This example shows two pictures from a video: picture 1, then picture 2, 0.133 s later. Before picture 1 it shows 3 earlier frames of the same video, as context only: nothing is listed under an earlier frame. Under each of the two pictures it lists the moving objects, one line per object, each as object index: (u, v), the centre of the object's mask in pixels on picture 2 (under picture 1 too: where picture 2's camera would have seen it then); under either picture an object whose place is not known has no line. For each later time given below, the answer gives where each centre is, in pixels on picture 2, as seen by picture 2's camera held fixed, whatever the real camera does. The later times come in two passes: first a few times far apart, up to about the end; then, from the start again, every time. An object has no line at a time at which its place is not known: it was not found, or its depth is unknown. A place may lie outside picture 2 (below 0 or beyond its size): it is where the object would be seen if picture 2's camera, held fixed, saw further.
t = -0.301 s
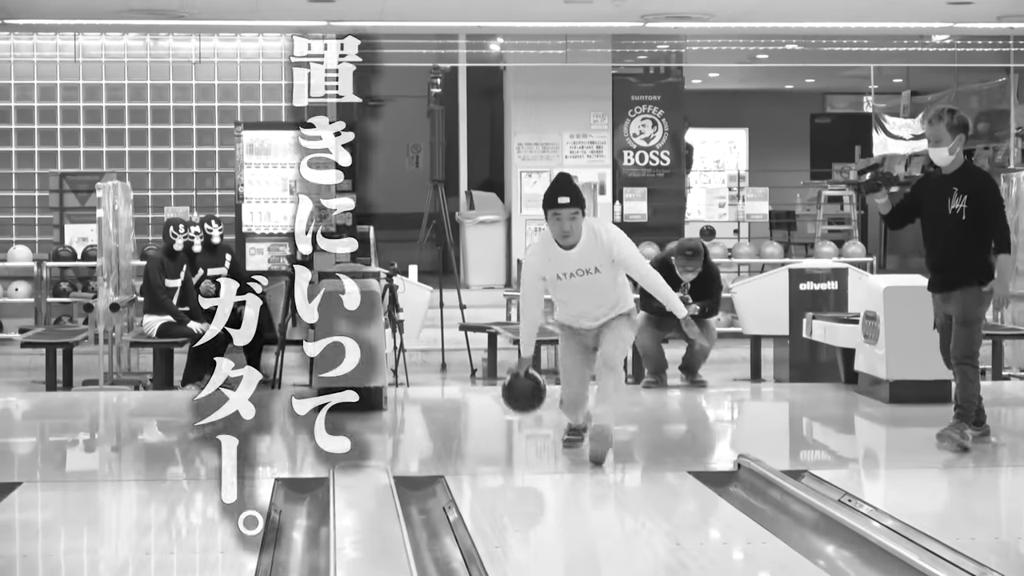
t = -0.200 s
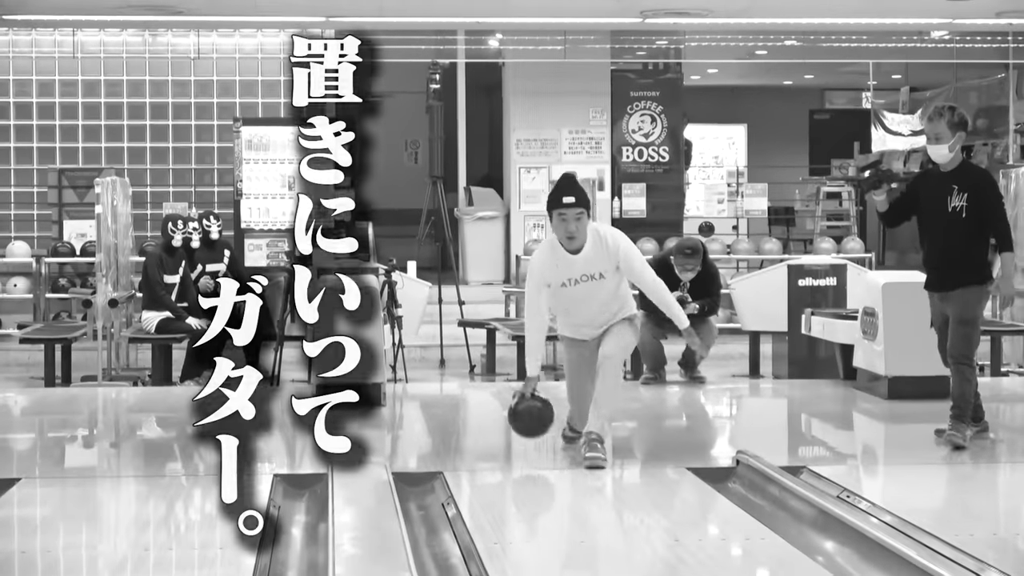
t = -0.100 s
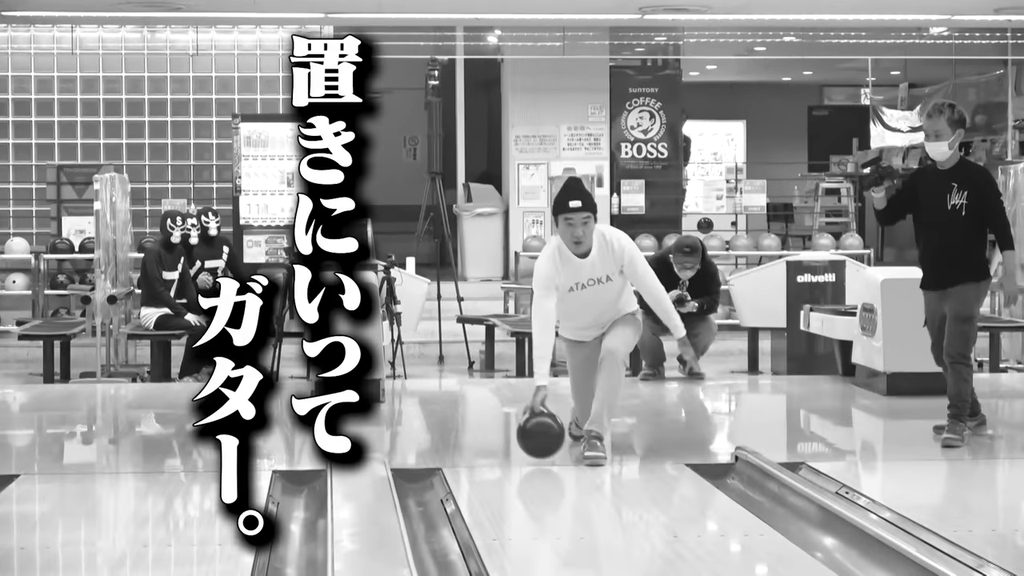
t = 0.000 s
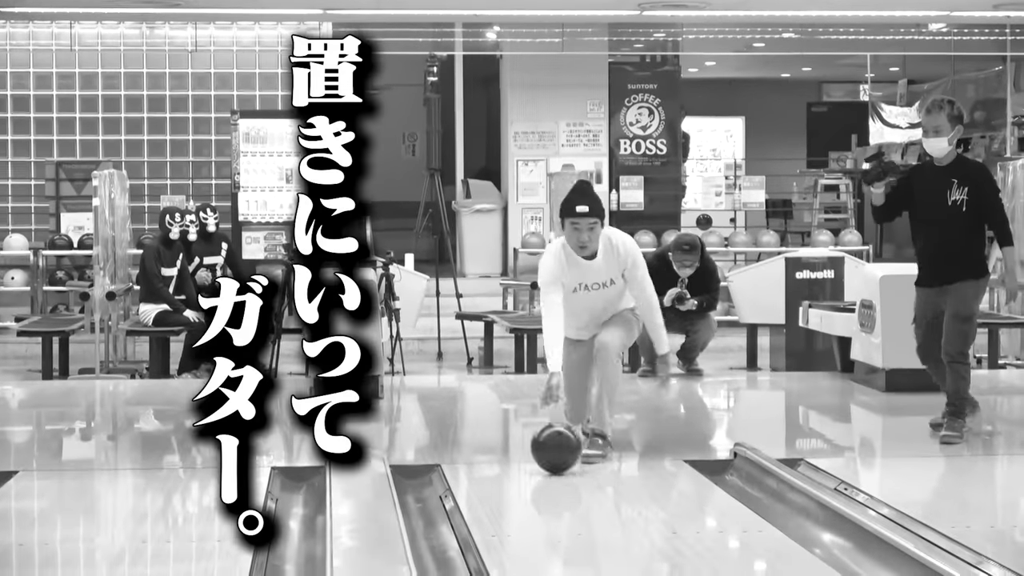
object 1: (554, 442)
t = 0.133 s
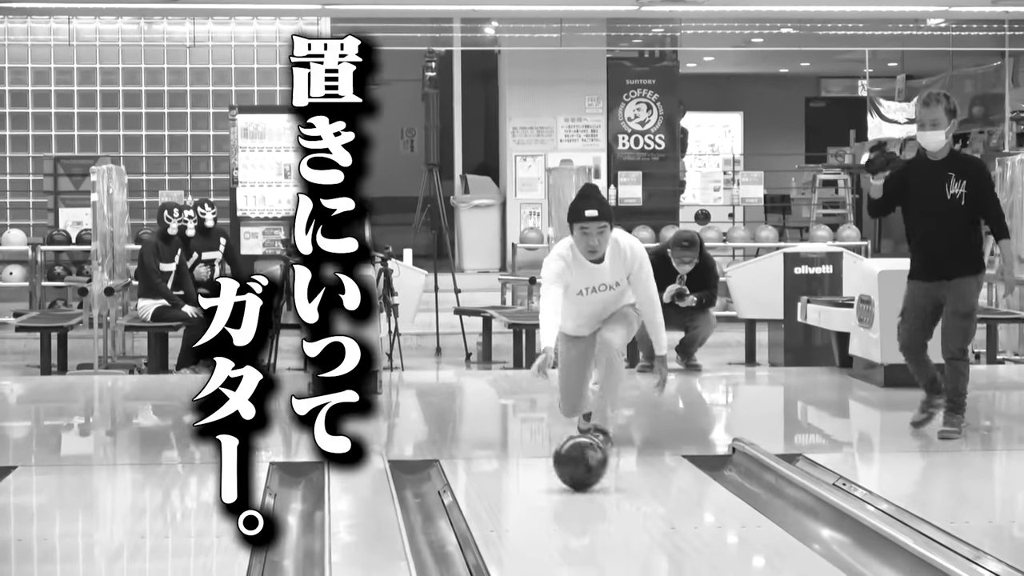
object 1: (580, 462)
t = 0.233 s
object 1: (602, 479)
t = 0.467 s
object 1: (667, 527)
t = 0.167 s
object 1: (588, 467)
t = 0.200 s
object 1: (595, 474)
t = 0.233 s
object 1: (602, 479)
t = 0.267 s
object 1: (611, 485)
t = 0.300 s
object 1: (619, 491)
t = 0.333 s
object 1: (628, 497)
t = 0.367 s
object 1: (637, 505)
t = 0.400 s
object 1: (647, 512)
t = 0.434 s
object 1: (656, 519)
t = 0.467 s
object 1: (667, 527)
